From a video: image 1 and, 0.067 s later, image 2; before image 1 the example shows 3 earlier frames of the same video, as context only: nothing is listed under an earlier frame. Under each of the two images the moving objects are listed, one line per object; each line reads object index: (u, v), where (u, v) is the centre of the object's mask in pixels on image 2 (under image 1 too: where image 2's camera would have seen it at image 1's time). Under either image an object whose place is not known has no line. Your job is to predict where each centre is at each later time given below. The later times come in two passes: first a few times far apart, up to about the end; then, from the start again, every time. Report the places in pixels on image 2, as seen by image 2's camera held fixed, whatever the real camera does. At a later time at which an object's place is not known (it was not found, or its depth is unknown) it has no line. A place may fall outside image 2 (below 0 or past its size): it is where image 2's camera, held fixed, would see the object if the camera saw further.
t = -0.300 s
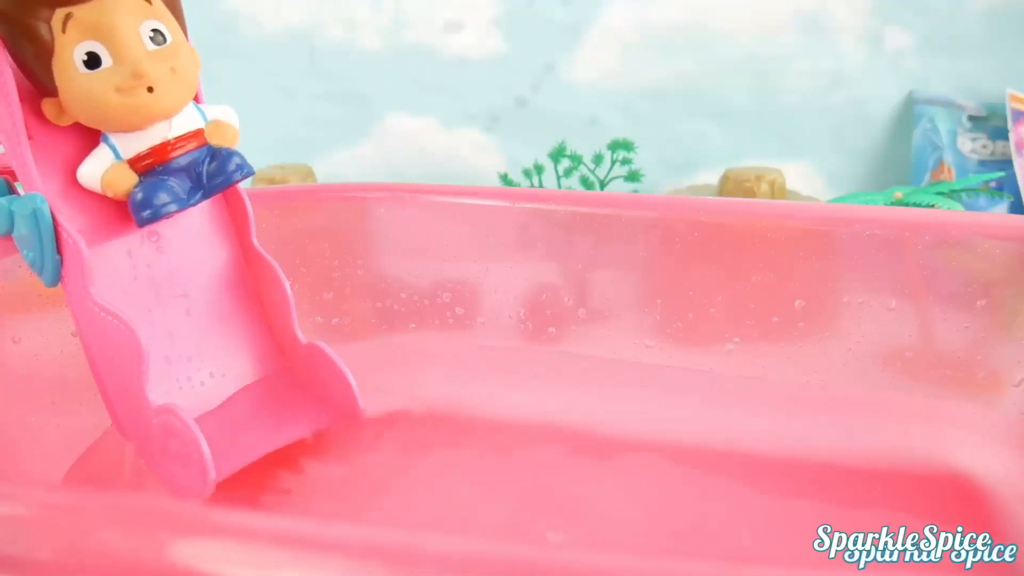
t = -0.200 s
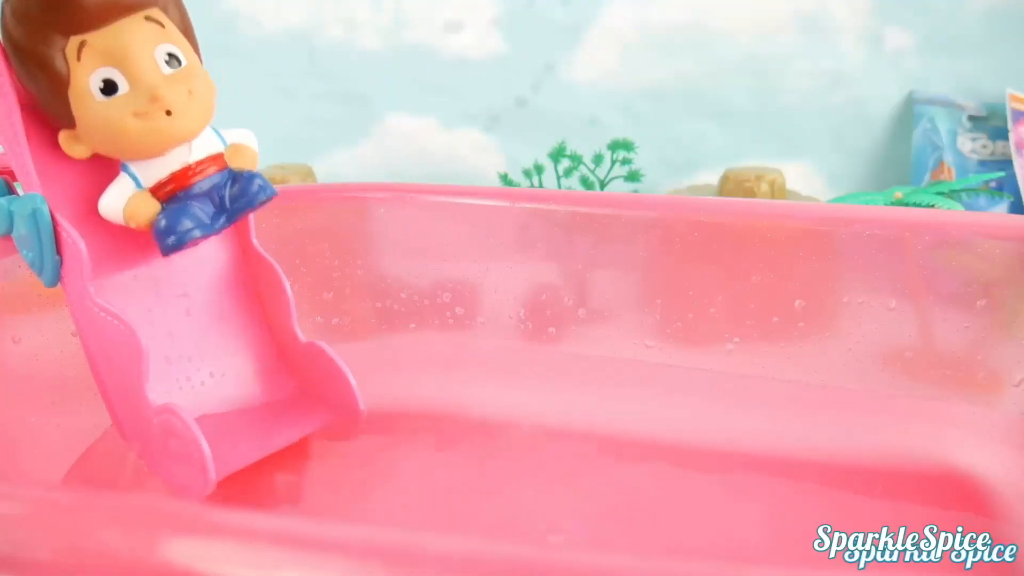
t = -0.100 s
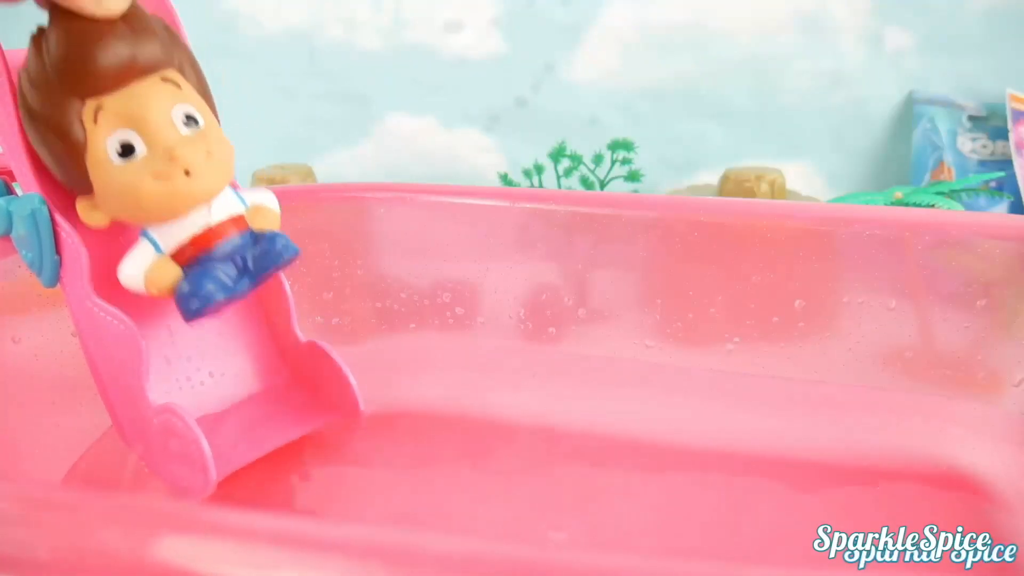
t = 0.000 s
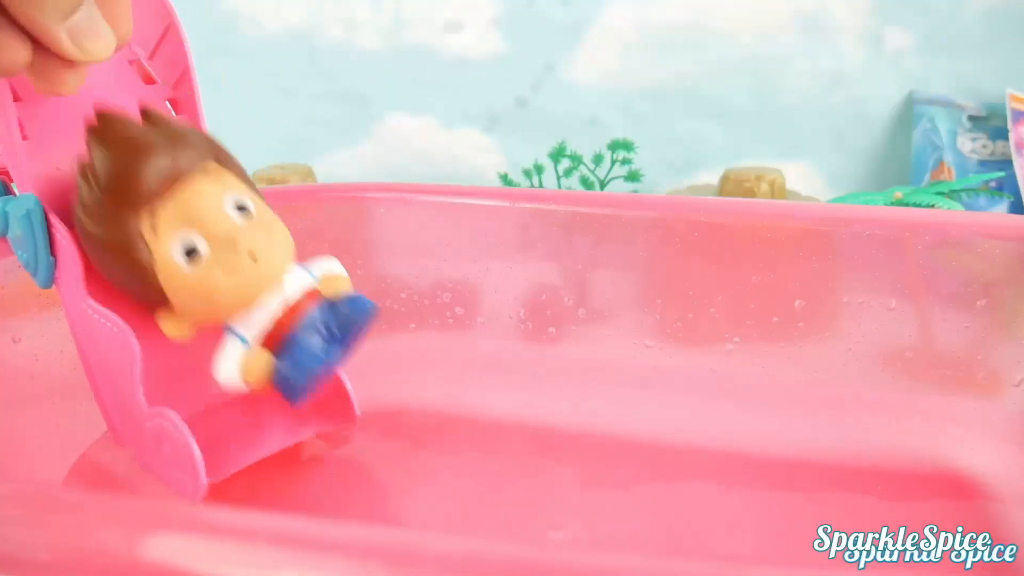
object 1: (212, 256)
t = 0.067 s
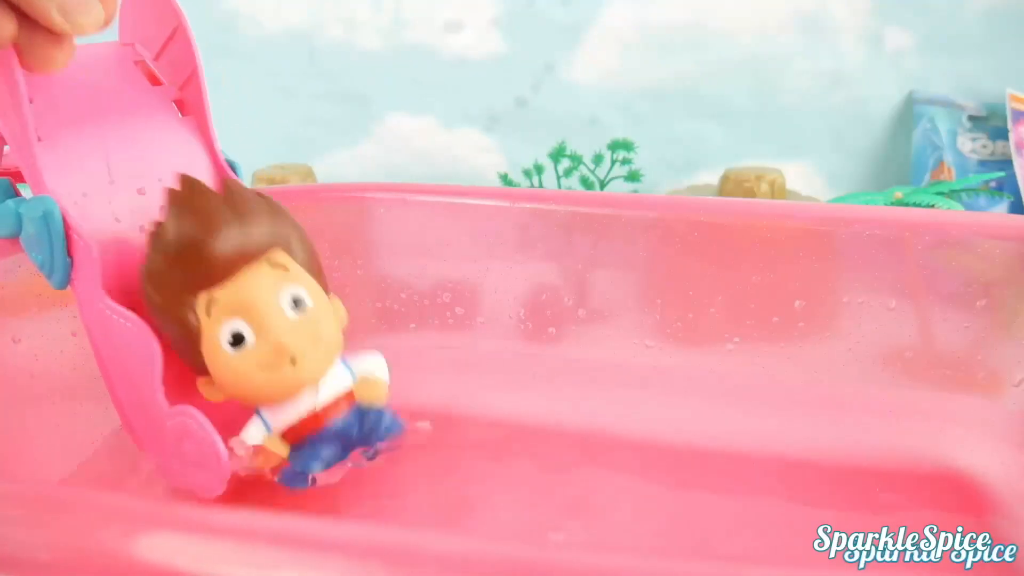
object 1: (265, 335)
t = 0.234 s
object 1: (282, 382)
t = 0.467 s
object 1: (315, 423)
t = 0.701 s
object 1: (320, 423)
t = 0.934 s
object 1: (343, 426)
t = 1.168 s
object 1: (352, 425)
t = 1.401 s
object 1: (376, 435)
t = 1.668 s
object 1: (412, 445)
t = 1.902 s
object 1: (430, 452)
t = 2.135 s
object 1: (446, 457)
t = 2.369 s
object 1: (463, 465)
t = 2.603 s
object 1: (488, 473)
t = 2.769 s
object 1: (508, 479)
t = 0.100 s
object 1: (281, 363)
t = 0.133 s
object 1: (283, 374)
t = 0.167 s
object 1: (277, 371)
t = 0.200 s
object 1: (279, 374)
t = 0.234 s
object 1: (282, 382)
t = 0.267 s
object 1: (284, 393)
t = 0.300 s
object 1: (292, 402)
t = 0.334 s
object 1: (300, 410)
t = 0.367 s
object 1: (309, 416)
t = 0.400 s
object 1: (314, 420)
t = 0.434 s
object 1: (315, 422)
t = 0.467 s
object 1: (315, 423)
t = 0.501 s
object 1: (315, 422)
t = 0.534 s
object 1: (314, 421)
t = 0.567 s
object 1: (316, 419)
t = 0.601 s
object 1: (317, 419)
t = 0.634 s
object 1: (318, 420)
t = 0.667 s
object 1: (319, 421)
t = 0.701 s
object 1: (320, 423)
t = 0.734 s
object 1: (322, 424)
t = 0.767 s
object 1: (325, 424)
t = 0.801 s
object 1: (329, 424)
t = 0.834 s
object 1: (333, 424)
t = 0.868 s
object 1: (337, 424)
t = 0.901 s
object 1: (340, 425)
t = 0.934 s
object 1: (343, 426)
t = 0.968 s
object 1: (346, 427)
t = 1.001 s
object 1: (348, 428)
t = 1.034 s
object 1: (349, 429)
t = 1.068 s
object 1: (349, 428)
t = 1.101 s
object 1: (350, 427)
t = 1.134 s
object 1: (351, 426)
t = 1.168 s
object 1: (352, 425)
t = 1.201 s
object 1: (354, 426)
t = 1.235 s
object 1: (357, 427)
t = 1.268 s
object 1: (360, 429)
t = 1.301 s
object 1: (364, 431)
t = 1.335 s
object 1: (368, 432)
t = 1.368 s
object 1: (372, 433)
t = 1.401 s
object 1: (376, 435)
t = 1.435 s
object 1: (380, 436)
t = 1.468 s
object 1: (384, 438)
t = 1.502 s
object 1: (388, 439)
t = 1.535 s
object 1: (392, 440)
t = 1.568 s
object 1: (397, 442)
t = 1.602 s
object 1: (401, 443)
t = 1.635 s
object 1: (407, 444)
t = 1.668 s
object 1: (412, 445)
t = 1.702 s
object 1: (416, 446)
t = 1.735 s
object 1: (419, 446)
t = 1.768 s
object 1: (421, 447)
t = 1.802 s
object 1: (425, 448)
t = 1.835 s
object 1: (426, 449)
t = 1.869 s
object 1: (428, 451)
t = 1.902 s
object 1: (430, 452)
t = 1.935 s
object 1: (432, 454)
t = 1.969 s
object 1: (434, 455)
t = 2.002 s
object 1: (437, 455)
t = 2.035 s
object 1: (440, 456)
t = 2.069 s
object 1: (442, 456)
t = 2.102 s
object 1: (444, 456)
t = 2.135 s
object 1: (446, 457)
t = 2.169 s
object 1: (448, 457)
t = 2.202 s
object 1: (450, 459)
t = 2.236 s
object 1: (452, 460)
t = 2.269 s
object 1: (455, 462)
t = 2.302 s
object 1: (458, 463)
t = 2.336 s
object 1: (459, 465)
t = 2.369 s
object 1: (463, 465)
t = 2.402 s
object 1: (465, 466)
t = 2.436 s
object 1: (468, 467)
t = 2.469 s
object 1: (472, 468)
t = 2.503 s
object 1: (476, 469)
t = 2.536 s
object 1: (480, 471)
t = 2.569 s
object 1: (484, 472)
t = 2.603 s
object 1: (488, 473)
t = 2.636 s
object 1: (492, 474)
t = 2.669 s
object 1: (497, 475)
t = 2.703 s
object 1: (501, 476)
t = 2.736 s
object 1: (504, 478)
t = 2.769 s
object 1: (508, 479)
